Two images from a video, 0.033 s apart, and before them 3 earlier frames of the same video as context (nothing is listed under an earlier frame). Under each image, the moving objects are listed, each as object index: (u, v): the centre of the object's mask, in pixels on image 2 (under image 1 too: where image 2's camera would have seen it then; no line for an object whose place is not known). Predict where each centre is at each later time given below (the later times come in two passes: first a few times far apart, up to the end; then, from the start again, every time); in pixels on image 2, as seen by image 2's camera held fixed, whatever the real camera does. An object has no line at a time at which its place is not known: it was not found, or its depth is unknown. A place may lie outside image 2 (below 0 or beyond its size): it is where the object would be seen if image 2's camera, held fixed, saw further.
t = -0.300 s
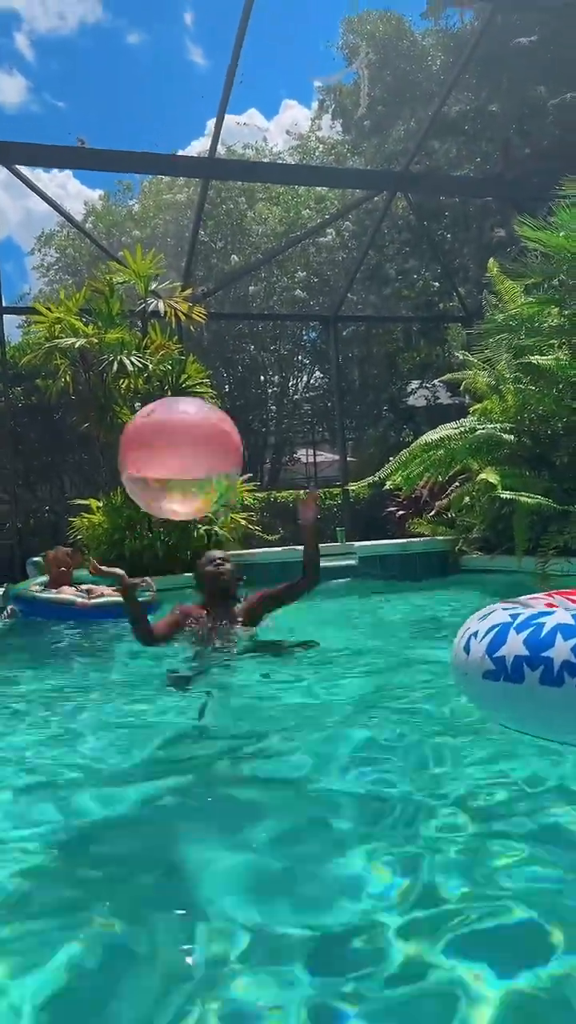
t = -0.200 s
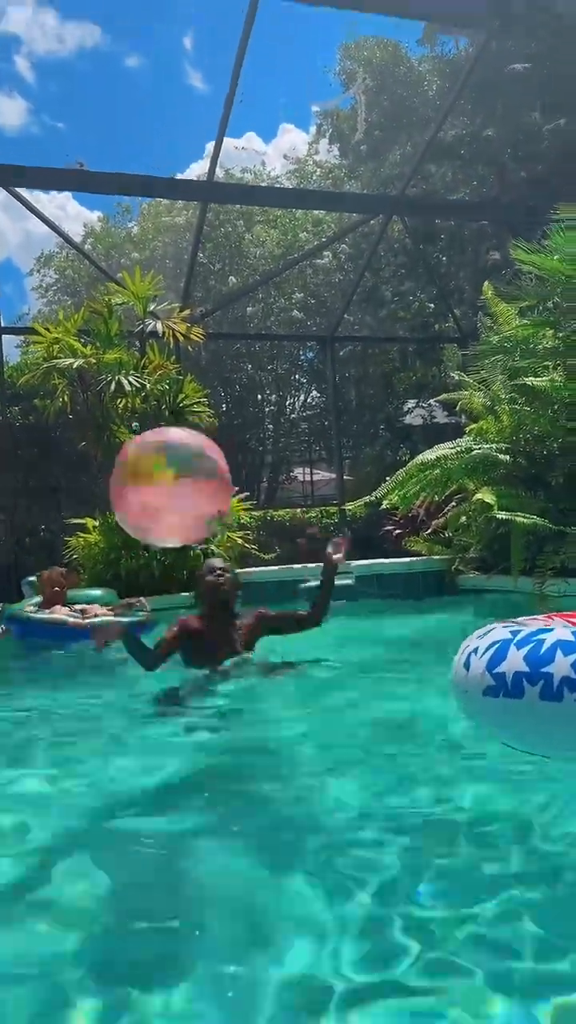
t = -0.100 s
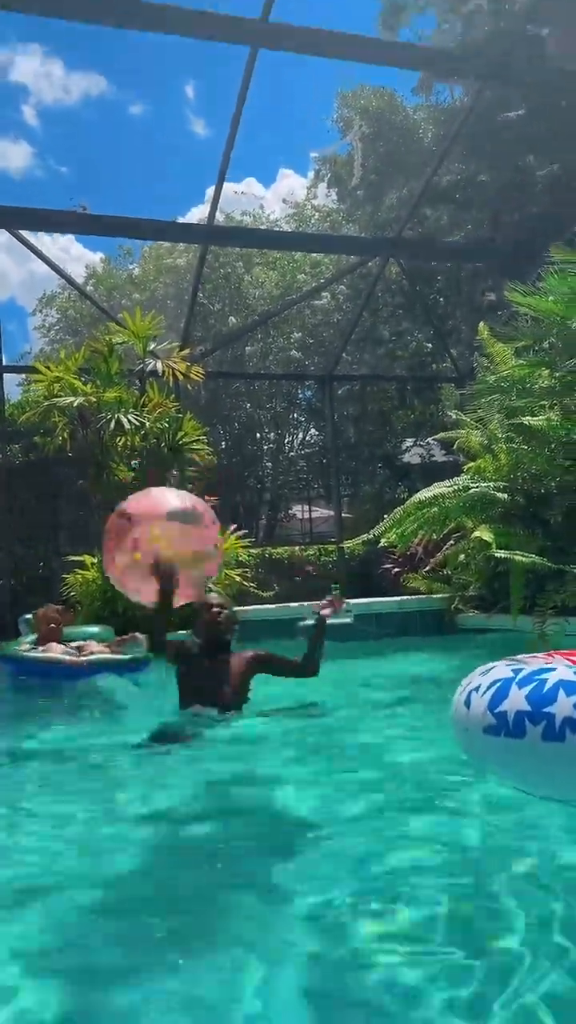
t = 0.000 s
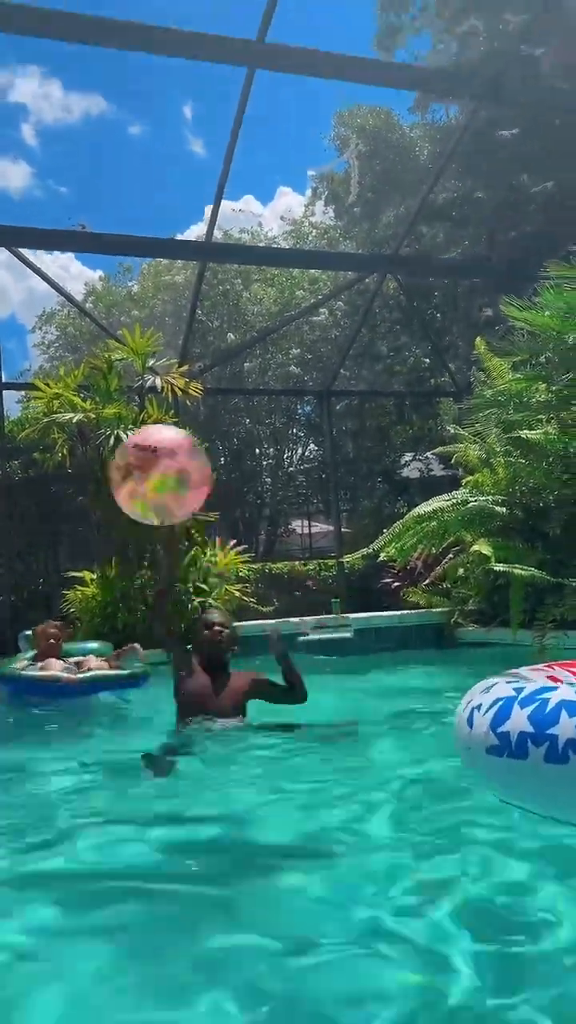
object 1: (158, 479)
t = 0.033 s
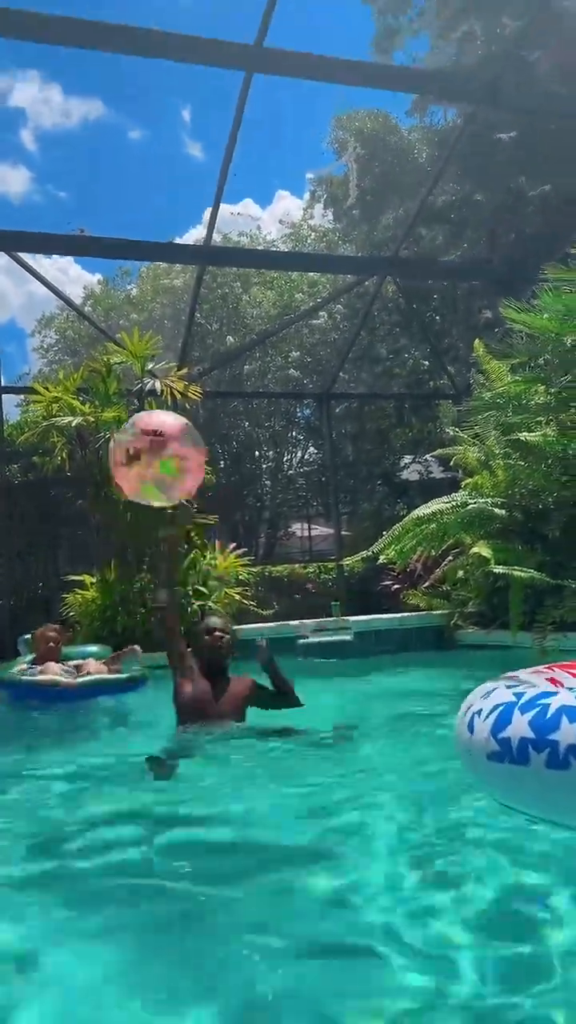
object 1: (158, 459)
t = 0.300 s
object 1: (155, 399)
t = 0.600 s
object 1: (165, 453)
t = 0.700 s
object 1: (168, 485)
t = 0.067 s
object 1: (158, 442)
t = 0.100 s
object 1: (158, 429)
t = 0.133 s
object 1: (156, 418)
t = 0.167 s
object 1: (156, 410)
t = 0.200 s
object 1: (156, 404)
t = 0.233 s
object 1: (155, 400)
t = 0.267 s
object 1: (156, 400)
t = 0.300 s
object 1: (155, 399)
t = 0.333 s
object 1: (155, 401)
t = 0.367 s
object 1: (156, 404)
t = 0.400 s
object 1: (157, 408)
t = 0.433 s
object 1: (158, 413)
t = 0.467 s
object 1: (159, 419)
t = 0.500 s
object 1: (161, 426)
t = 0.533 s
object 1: (162, 435)
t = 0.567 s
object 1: (163, 444)
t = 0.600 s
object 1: (165, 453)
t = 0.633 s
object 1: (166, 464)
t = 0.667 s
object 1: (168, 474)
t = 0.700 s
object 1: (168, 485)
